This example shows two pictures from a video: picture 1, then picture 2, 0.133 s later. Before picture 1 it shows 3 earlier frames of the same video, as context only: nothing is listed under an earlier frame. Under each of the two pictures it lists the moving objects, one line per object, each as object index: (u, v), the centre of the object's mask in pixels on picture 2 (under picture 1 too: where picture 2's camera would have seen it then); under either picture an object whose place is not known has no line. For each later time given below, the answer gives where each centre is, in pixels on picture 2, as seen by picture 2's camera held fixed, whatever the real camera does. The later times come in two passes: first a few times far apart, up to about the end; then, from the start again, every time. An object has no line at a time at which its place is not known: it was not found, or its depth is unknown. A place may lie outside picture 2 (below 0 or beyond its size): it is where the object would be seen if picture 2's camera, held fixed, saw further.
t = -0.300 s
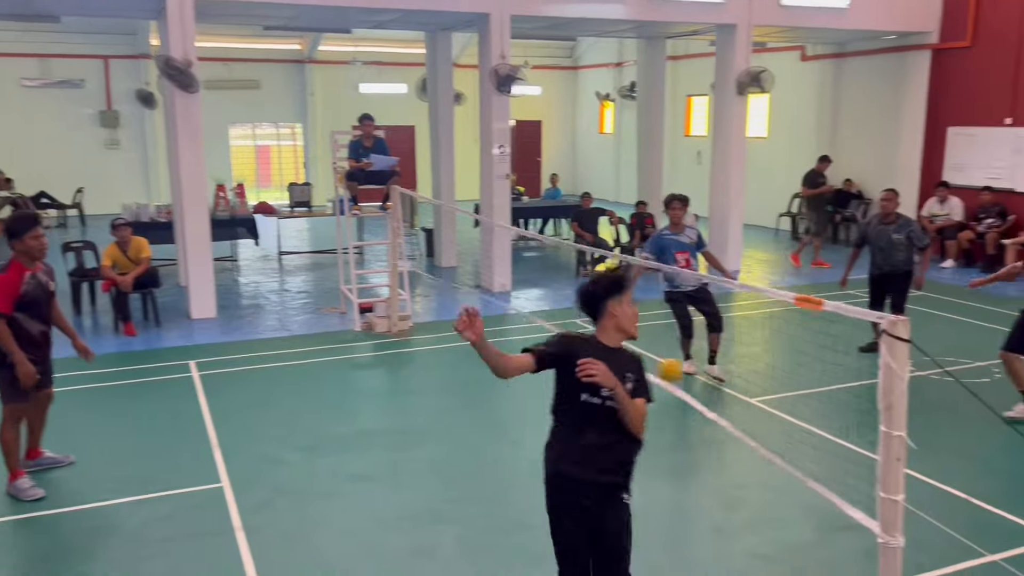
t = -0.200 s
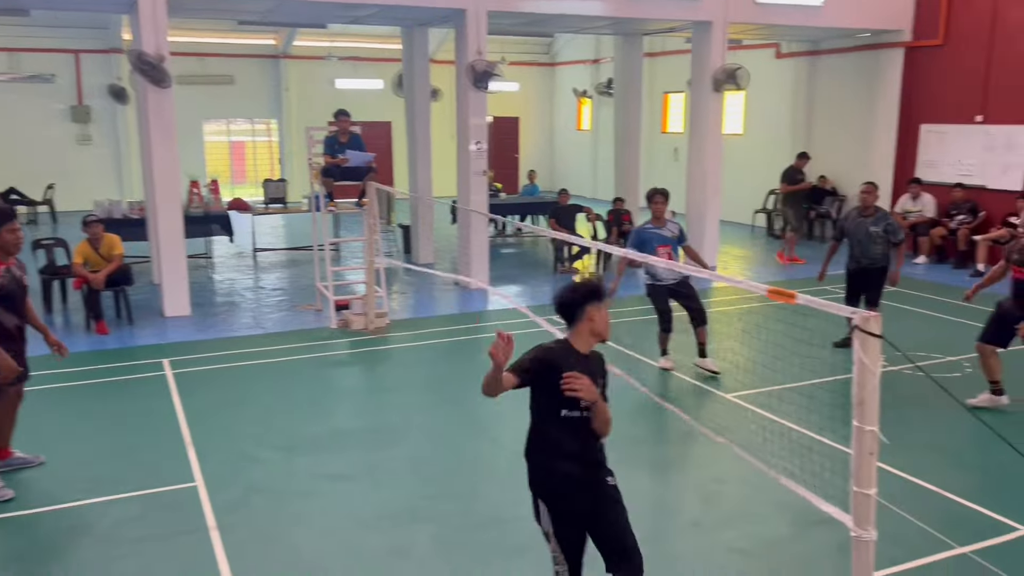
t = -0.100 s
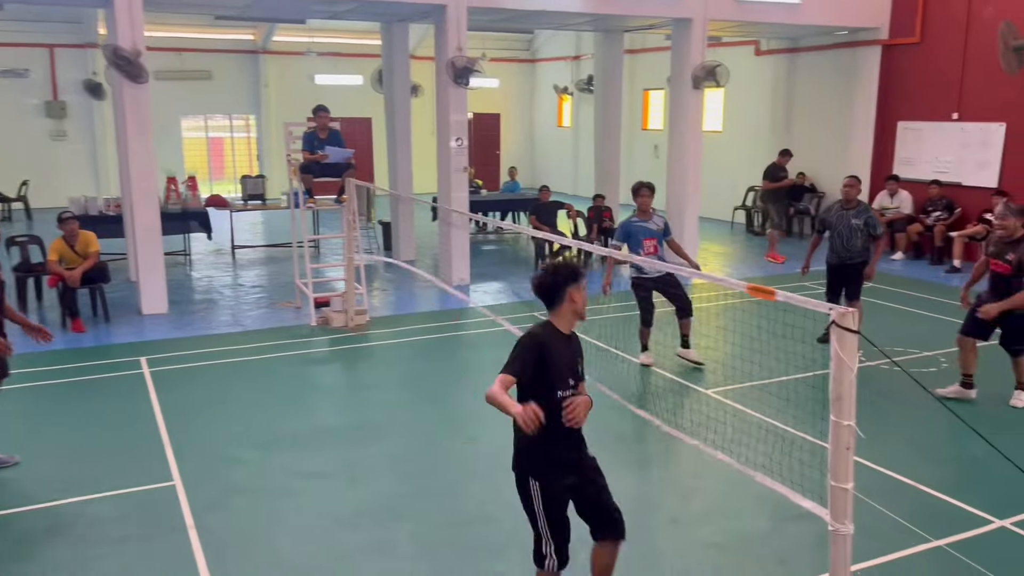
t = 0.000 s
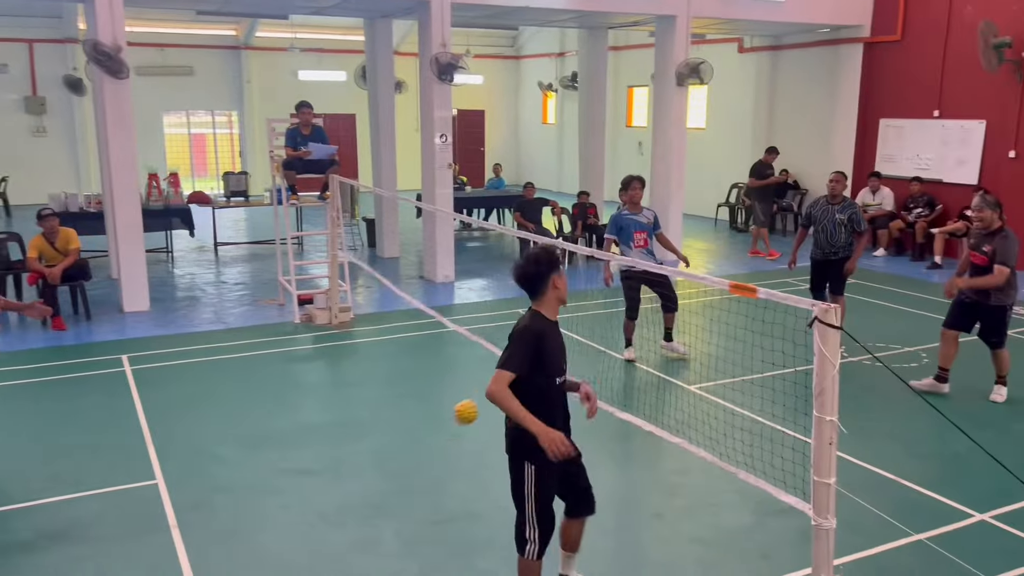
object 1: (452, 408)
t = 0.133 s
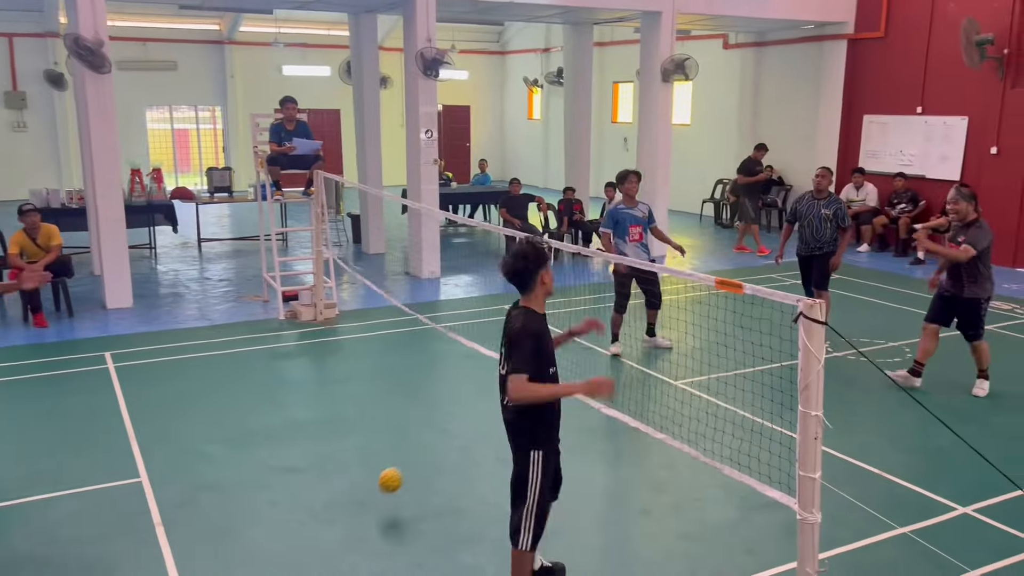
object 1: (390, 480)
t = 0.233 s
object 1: (354, 470)
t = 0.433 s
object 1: (294, 428)
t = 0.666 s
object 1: (229, 461)
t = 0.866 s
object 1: (175, 443)
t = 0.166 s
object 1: (375, 499)
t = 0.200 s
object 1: (365, 483)
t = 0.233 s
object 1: (354, 470)
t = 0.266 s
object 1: (344, 458)
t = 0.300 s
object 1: (334, 448)
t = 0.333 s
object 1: (323, 441)
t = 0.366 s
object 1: (313, 435)
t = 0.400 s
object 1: (304, 431)
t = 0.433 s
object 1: (294, 428)
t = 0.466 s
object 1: (284, 428)
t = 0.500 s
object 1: (275, 429)
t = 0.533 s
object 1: (265, 432)
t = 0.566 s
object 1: (256, 437)
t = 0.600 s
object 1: (247, 443)
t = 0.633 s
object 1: (238, 451)
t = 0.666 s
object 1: (229, 461)
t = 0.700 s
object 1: (220, 473)
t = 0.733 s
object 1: (211, 469)
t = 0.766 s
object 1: (202, 460)
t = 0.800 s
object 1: (192, 453)
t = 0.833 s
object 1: (184, 447)
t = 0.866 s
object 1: (175, 443)
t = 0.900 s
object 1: (165, 441)
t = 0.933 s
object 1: (156, 441)
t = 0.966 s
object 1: (147, 442)
